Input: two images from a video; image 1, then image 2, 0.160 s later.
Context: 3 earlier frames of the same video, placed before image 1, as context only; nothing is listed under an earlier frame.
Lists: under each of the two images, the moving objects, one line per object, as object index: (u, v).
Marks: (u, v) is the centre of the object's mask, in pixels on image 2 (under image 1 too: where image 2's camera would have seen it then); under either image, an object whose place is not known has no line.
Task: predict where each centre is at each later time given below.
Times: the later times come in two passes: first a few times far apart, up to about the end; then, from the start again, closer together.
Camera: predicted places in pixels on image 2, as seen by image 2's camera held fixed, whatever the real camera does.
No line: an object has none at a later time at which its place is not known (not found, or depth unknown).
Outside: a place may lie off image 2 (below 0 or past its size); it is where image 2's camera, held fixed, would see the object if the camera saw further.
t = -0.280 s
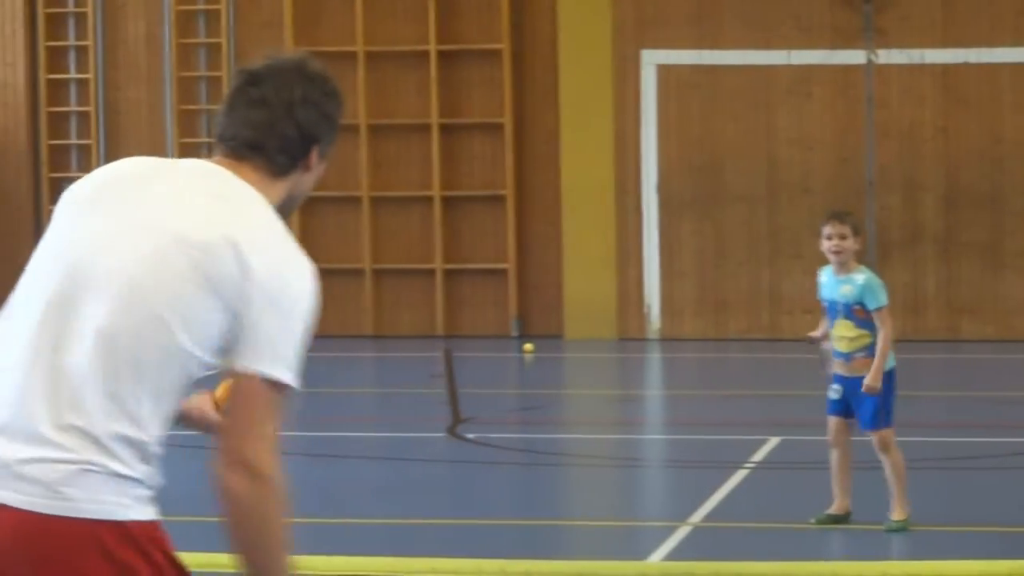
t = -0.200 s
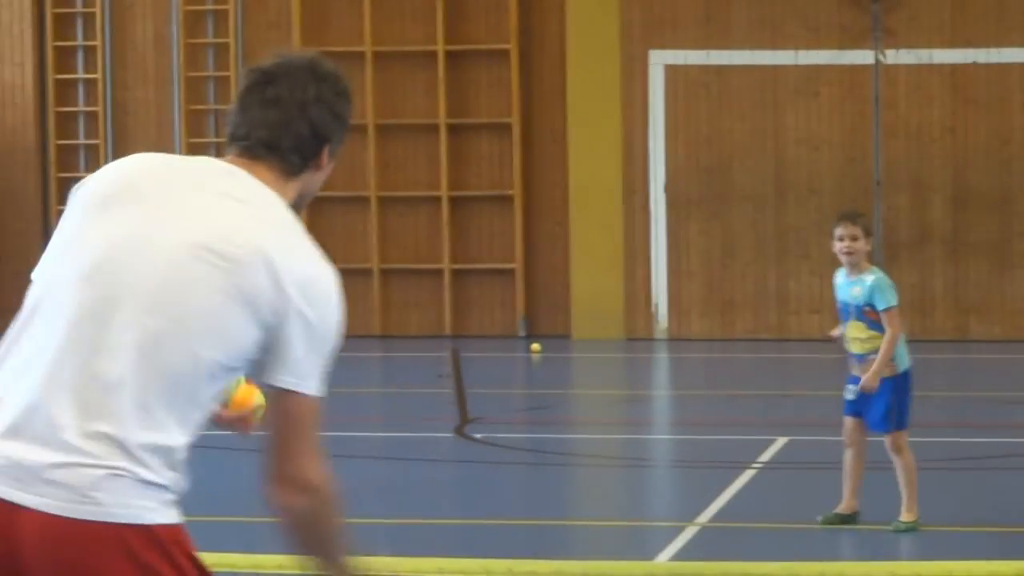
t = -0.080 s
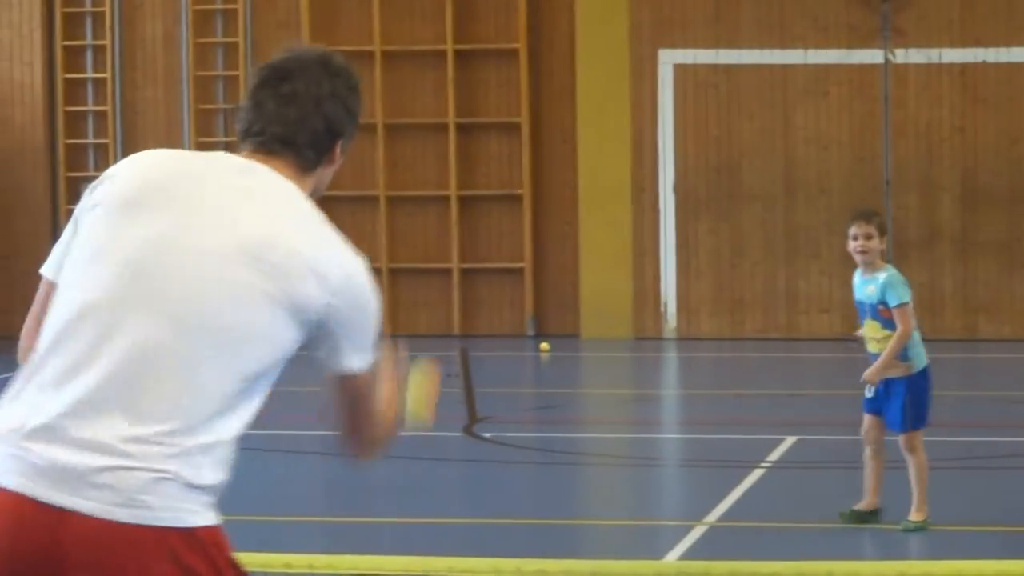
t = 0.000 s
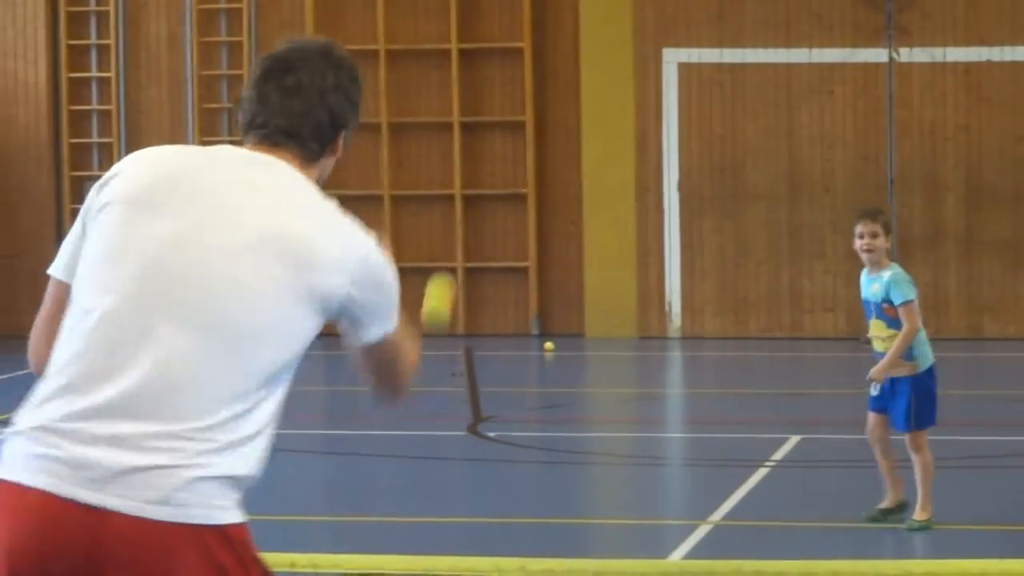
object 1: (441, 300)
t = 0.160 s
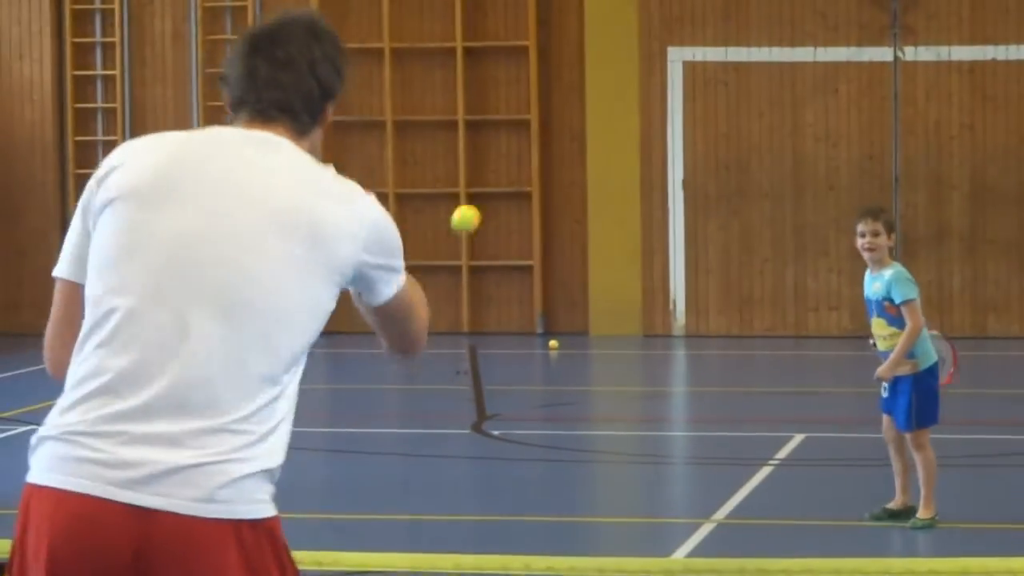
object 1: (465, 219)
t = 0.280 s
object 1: (480, 233)
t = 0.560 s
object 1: (509, 440)
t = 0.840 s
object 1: (521, 433)
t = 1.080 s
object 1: (523, 337)
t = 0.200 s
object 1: (470, 218)
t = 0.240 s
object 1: (475, 222)
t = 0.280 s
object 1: (480, 233)
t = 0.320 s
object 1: (484, 249)
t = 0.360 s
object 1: (489, 270)
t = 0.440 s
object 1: (497, 326)
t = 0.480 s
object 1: (501, 359)
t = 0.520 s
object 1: (506, 397)
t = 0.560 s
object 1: (509, 440)
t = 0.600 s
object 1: (513, 484)
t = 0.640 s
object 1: (517, 530)
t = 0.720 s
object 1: (521, 539)
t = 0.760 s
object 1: (521, 504)
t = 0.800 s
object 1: (521, 467)
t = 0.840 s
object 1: (521, 433)
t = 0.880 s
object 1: (521, 405)
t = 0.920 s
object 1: (521, 382)
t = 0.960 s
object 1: (522, 364)
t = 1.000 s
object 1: (521, 350)
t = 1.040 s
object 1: (522, 341)
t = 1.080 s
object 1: (523, 337)
